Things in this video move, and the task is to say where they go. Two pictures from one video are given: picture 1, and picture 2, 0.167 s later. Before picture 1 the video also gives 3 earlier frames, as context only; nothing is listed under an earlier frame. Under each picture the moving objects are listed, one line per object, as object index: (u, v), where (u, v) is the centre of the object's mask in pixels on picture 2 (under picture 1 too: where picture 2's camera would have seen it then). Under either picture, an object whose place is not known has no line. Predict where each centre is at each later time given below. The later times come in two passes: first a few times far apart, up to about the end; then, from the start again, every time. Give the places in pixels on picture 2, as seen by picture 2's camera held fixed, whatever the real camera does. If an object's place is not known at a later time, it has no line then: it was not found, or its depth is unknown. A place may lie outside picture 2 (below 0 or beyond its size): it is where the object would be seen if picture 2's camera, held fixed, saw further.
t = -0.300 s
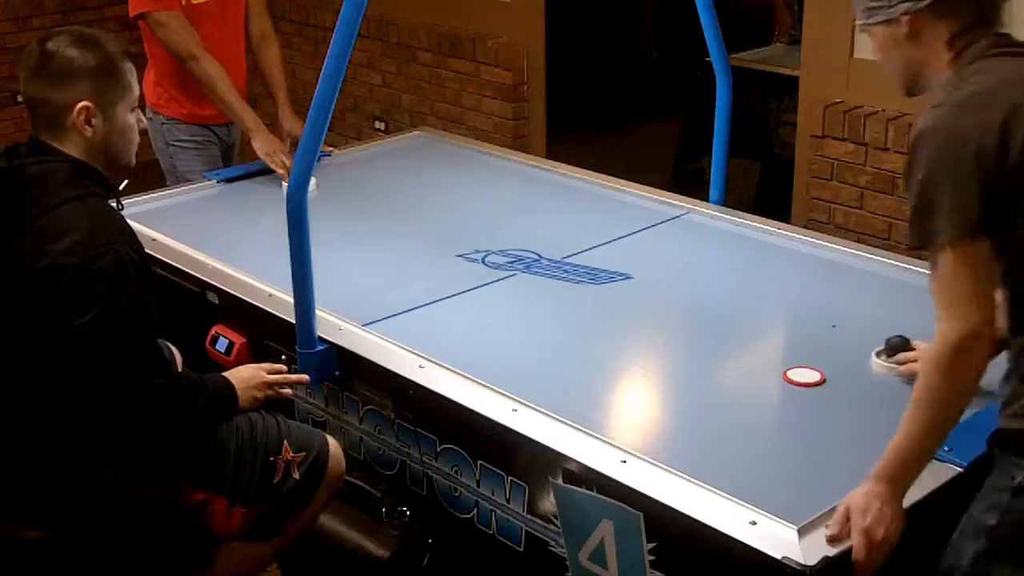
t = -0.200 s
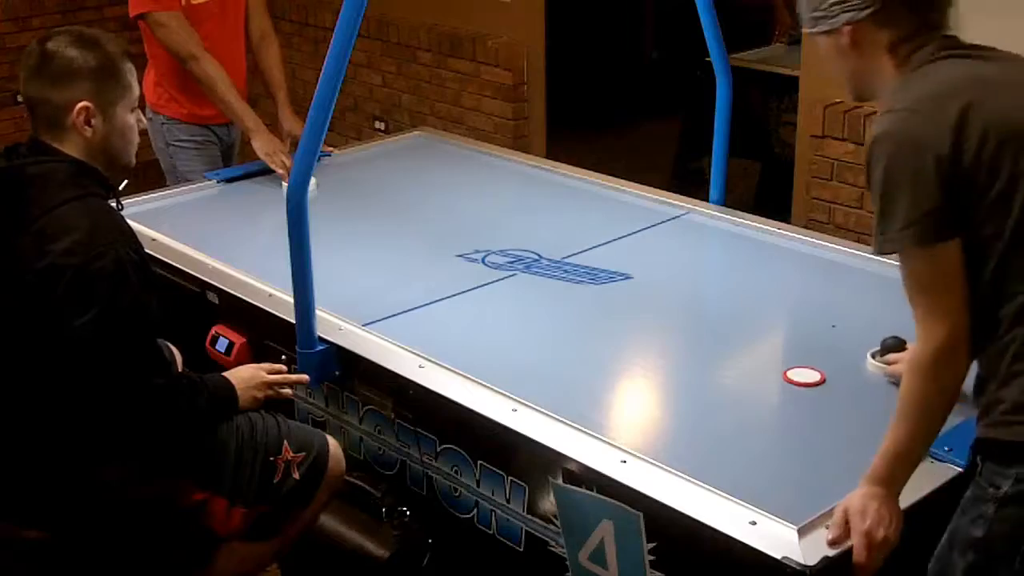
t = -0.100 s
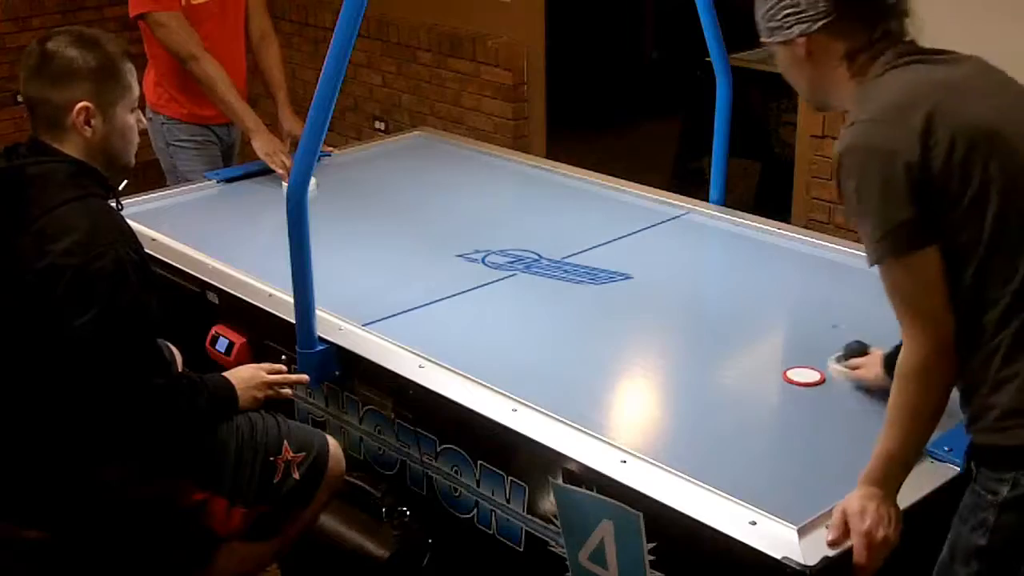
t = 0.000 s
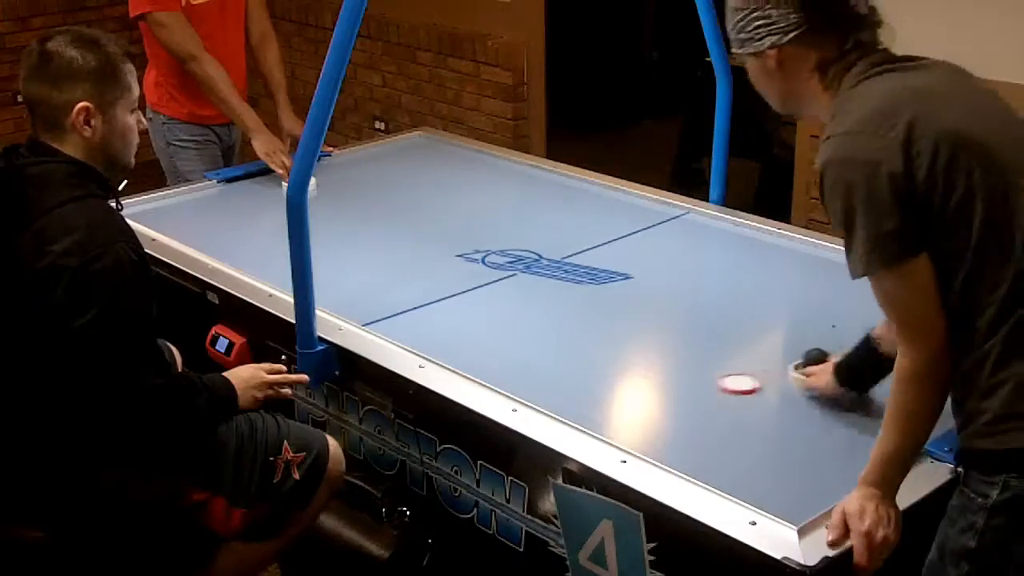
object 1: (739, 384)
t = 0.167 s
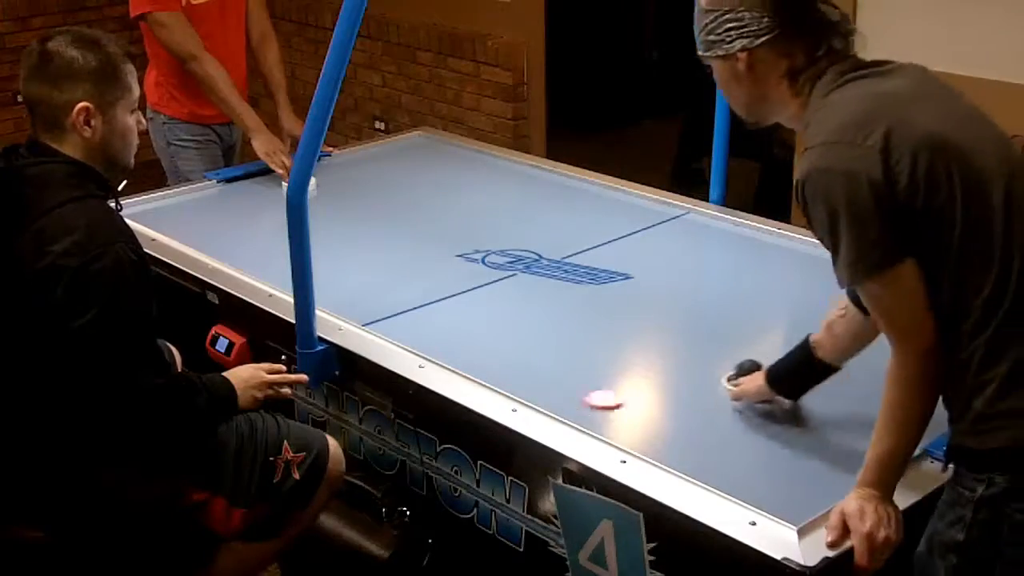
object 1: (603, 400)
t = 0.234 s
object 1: (554, 404)
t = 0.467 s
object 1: (607, 349)
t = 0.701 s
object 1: (657, 299)
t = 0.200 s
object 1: (579, 402)
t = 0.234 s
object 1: (554, 404)
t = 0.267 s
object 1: (555, 398)
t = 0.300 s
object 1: (565, 389)
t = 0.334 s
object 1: (573, 381)
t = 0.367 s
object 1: (582, 372)
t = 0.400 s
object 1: (591, 364)
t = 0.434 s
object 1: (599, 356)
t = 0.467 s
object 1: (607, 349)
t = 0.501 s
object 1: (615, 341)
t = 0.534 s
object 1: (622, 334)
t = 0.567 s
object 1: (630, 327)
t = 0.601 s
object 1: (637, 320)
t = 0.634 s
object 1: (644, 313)
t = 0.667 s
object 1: (651, 306)
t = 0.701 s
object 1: (657, 299)
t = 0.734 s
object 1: (664, 293)
